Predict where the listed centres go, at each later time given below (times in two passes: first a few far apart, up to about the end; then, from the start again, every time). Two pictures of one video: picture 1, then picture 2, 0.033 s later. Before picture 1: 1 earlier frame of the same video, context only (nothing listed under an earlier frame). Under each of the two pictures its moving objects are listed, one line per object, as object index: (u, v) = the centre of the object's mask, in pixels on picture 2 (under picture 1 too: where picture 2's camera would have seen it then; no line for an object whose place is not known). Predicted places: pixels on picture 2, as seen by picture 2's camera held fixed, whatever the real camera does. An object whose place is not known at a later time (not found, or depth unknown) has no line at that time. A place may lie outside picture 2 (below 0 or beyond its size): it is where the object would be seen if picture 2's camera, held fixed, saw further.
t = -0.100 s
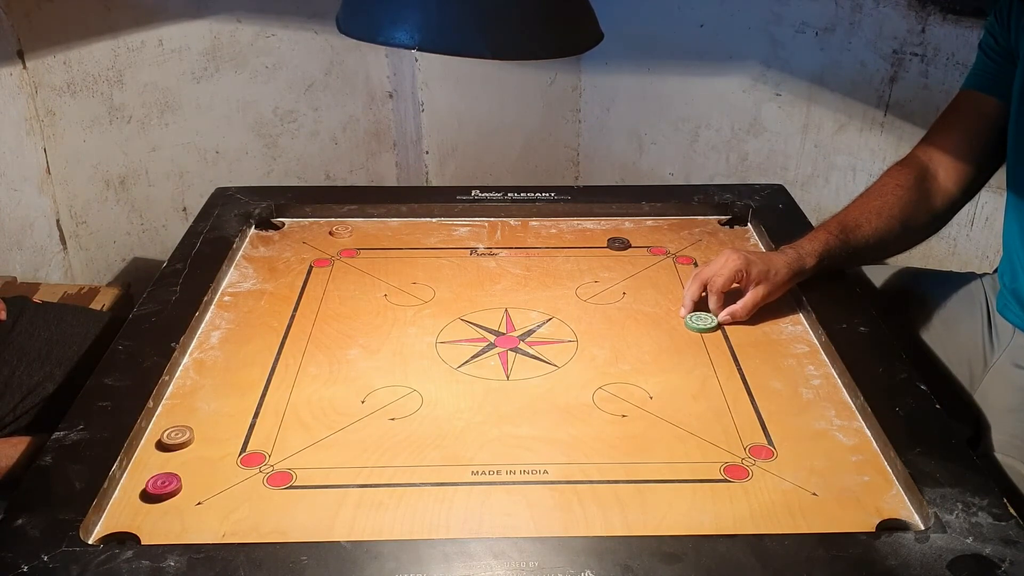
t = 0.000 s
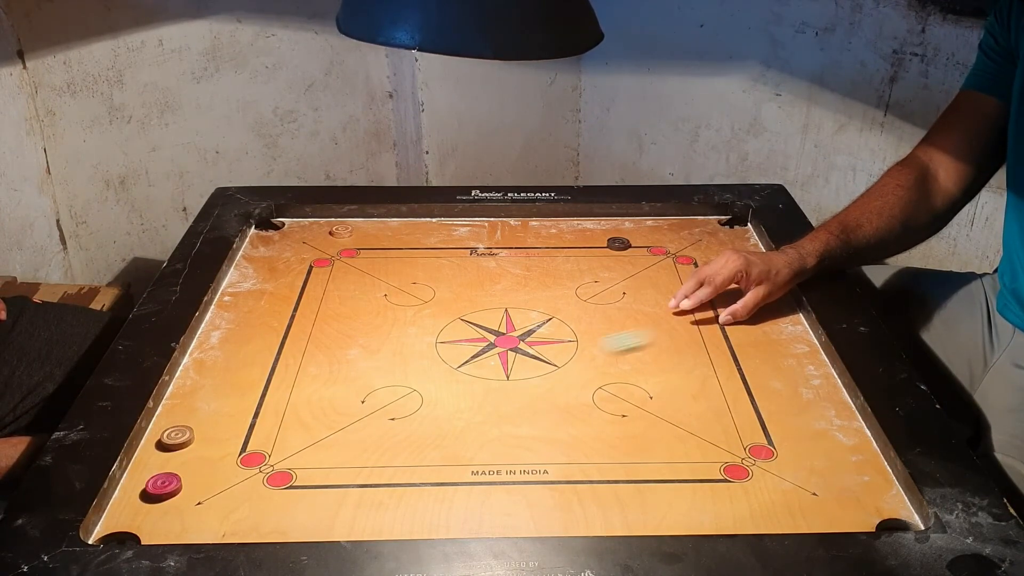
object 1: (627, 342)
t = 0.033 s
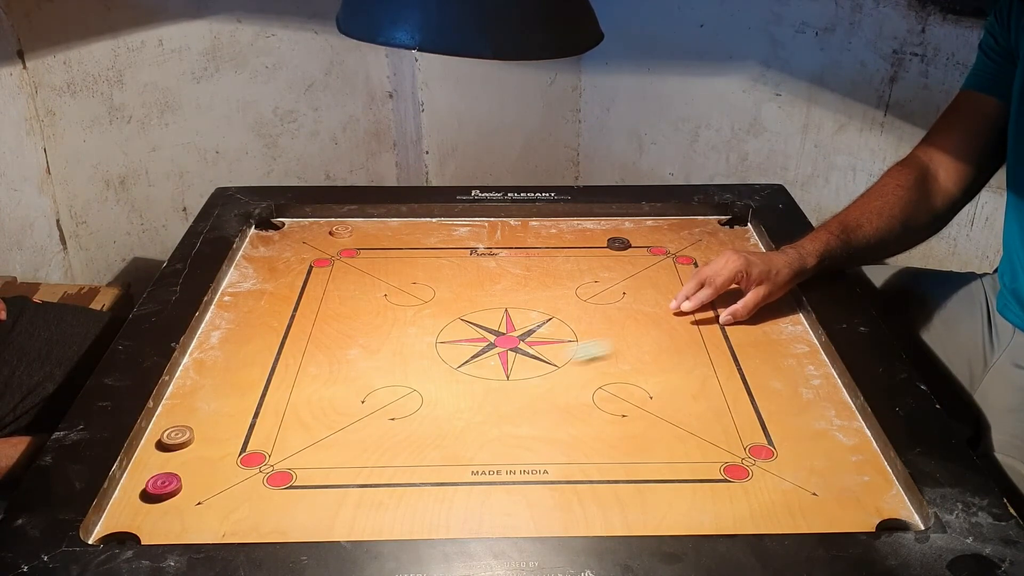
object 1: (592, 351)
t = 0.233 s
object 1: (356, 413)
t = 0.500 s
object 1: (206, 471)
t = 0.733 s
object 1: (325, 475)
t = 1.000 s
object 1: (392, 474)
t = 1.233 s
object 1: (401, 474)
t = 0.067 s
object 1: (553, 360)
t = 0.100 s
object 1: (517, 371)
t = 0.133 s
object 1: (475, 382)
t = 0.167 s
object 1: (439, 390)
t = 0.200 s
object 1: (396, 402)
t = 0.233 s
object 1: (356, 413)
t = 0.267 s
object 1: (319, 422)
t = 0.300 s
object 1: (277, 433)
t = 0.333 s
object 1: (235, 444)
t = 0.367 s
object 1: (198, 454)
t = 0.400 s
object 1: (161, 462)
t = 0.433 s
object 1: (164, 467)
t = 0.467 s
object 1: (186, 470)
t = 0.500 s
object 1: (206, 471)
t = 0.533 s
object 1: (226, 472)
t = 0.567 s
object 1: (245, 472)
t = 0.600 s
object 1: (263, 474)
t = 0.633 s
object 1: (281, 474)
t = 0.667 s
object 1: (297, 475)
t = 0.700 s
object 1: (312, 475)
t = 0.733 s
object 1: (325, 475)
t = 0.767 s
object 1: (338, 475)
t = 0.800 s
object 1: (350, 475)
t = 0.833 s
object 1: (360, 475)
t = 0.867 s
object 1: (369, 475)
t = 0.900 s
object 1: (376, 475)
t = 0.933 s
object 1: (383, 474)
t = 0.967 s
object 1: (388, 474)
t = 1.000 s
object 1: (392, 474)
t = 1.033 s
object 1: (396, 474)
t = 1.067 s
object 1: (398, 474)
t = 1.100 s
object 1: (400, 474)
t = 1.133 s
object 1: (401, 474)
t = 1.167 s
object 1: (401, 474)
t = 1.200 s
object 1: (401, 474)
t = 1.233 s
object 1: (401, 474)
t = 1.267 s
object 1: (401, 474)
